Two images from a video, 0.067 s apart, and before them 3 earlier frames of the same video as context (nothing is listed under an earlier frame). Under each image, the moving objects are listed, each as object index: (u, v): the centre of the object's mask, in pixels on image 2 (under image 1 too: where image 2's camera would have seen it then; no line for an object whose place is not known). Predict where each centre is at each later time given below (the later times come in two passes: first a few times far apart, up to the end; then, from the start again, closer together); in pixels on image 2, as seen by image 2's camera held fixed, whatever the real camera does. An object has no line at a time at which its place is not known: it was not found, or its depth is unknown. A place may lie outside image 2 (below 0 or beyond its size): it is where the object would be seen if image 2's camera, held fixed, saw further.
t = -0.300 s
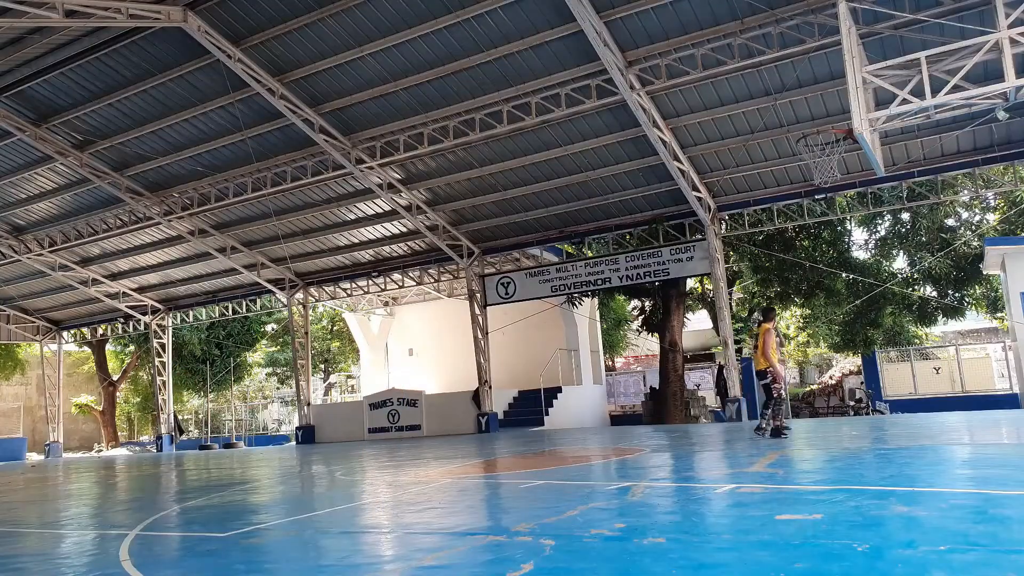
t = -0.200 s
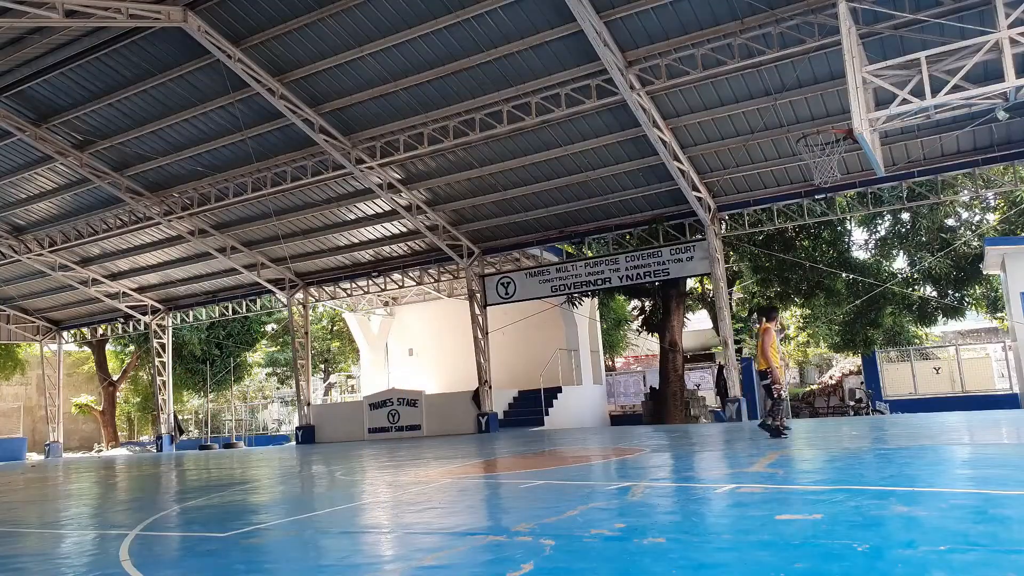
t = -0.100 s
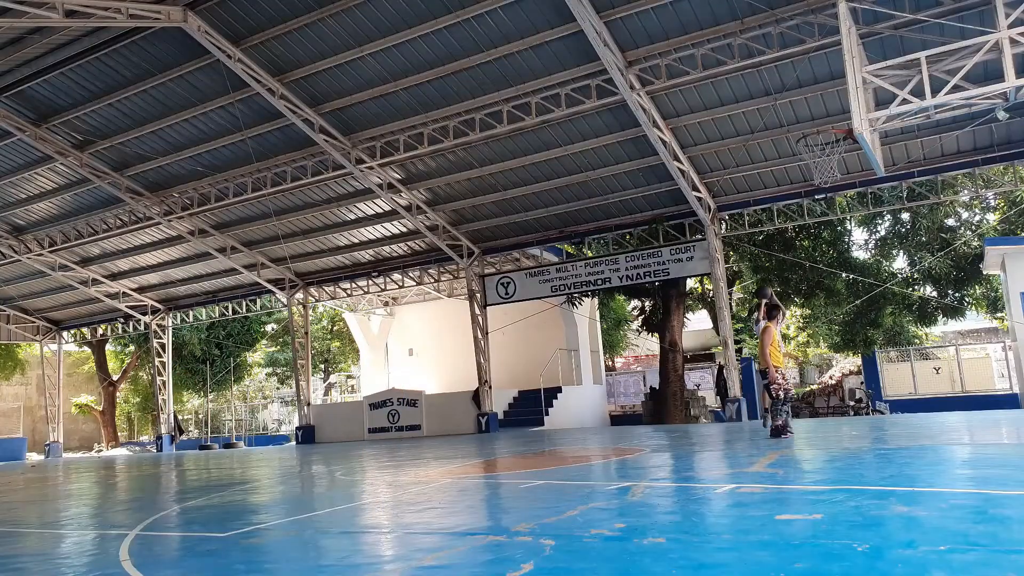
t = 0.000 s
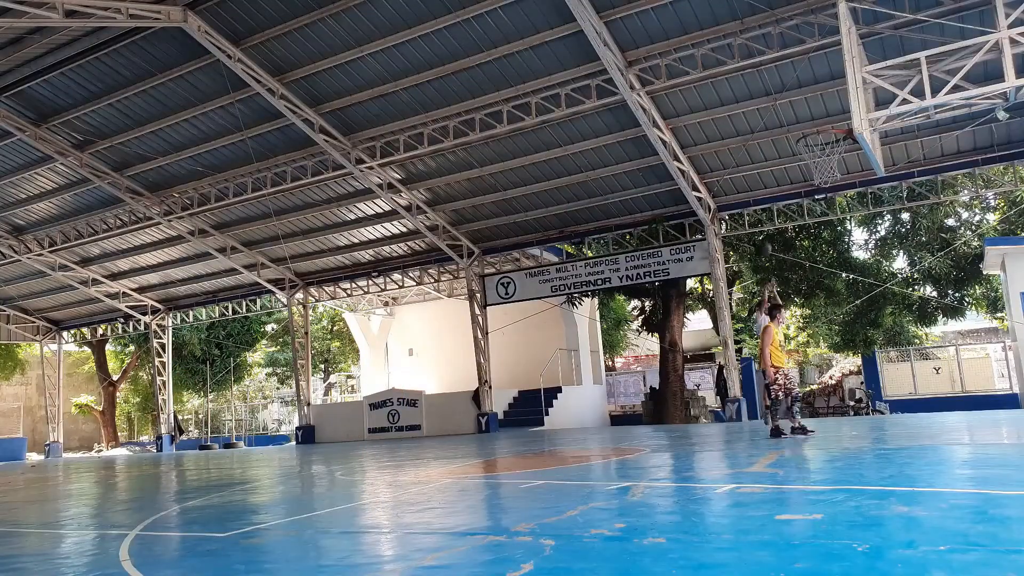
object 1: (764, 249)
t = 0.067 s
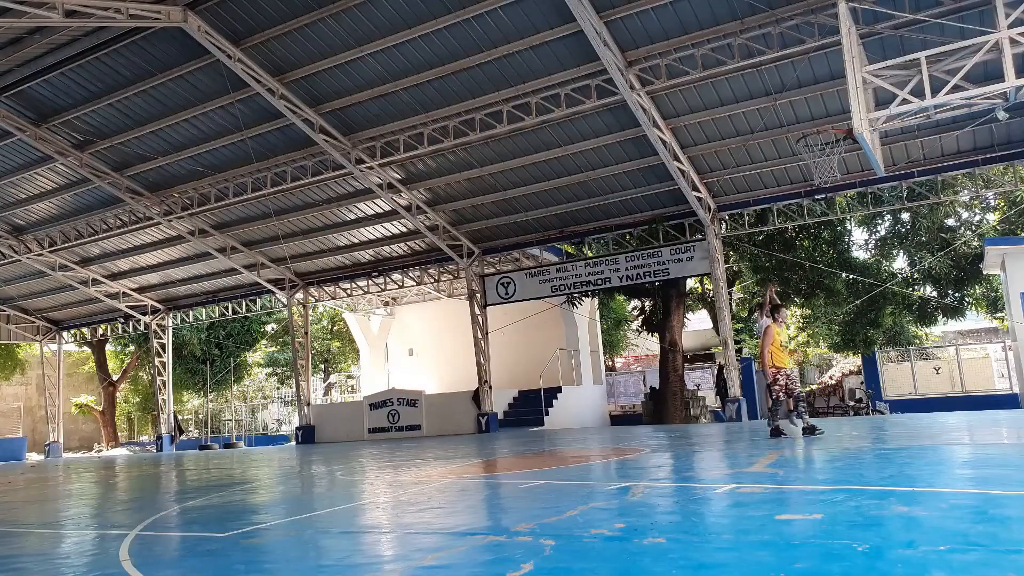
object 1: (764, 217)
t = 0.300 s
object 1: (769, 154)
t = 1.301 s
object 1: (823, 182)
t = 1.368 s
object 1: (825, 199)
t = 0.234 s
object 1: (767, 172)
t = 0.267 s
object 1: (768, 158)
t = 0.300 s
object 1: (769, 154)
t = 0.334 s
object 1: (769, 147)
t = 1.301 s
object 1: (823, 182)
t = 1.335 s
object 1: (824, 195)
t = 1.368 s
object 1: (825, 199)
